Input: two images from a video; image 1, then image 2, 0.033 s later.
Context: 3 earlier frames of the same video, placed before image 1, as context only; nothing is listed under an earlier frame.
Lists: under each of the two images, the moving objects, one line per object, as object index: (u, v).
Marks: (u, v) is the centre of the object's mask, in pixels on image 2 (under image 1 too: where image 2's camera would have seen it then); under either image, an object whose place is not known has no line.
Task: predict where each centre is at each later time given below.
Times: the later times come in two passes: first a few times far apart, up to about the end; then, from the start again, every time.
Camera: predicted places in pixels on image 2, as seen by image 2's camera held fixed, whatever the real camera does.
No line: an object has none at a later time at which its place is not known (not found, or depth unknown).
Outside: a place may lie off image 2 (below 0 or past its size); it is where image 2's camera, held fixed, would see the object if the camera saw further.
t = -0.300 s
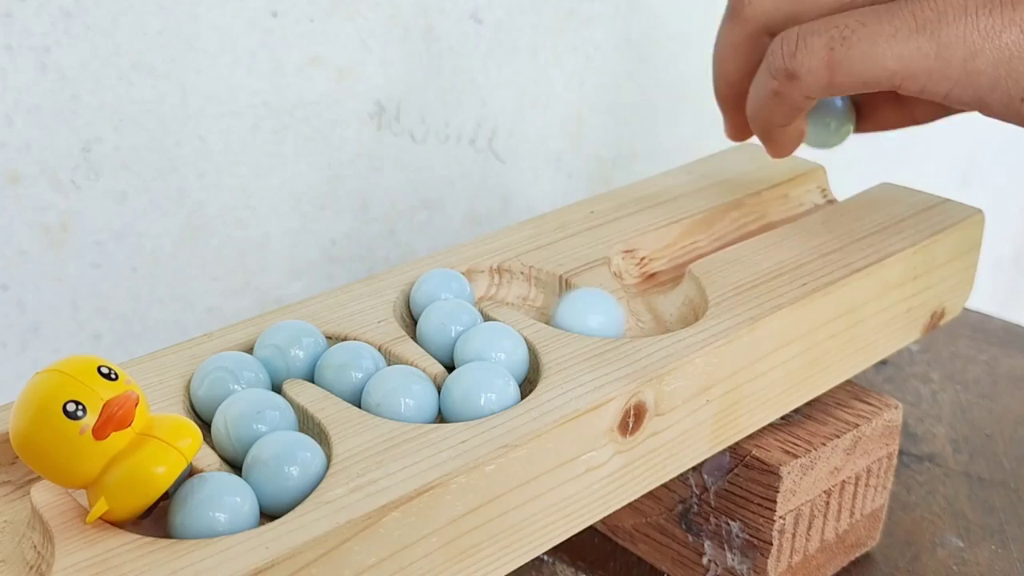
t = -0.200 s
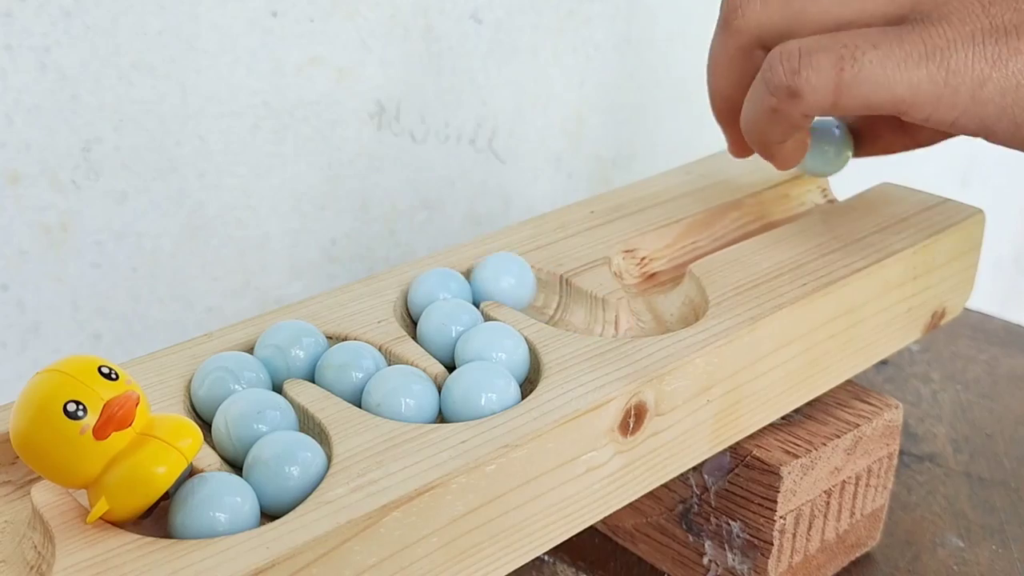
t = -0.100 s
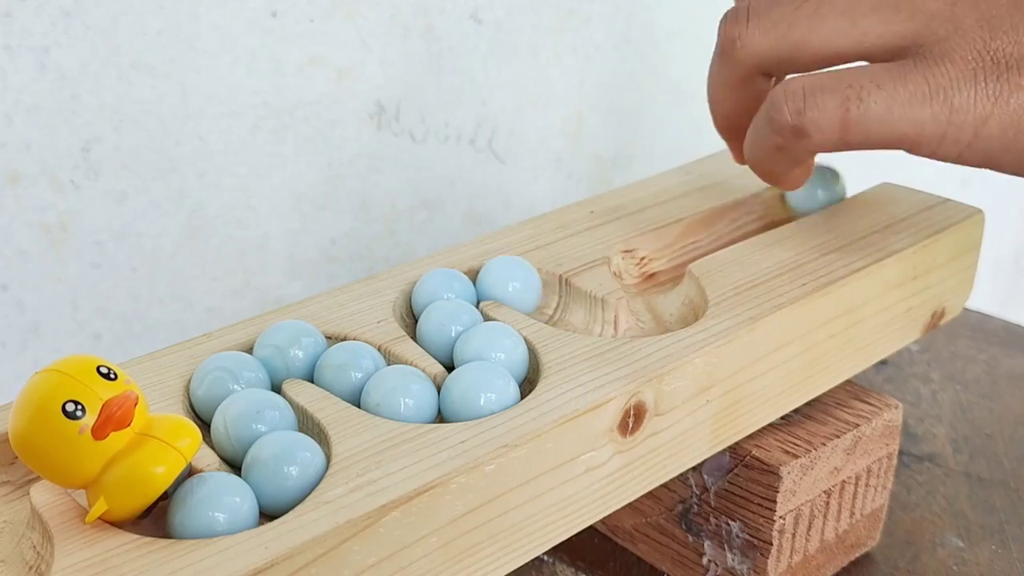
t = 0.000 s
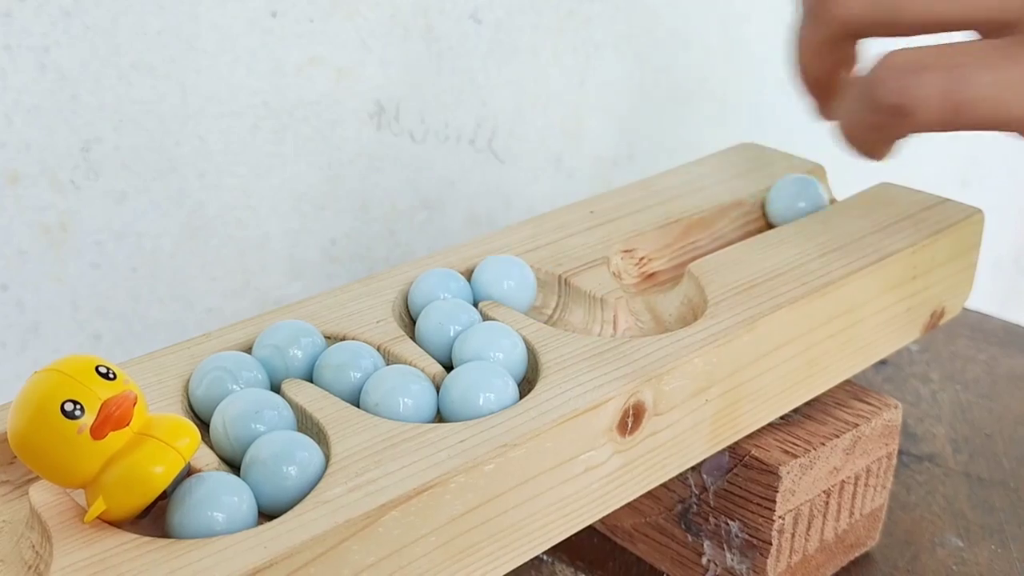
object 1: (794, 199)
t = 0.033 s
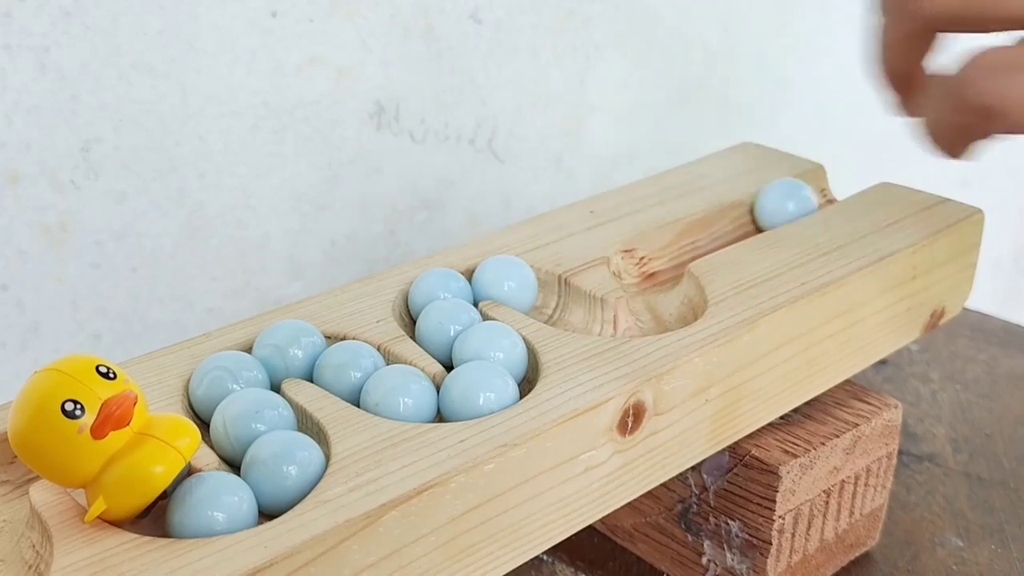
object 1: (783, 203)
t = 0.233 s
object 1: (657, 286)
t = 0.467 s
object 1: (553, 299)
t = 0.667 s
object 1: (559, 302)
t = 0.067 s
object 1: (770, 208)
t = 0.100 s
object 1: (749, 216)
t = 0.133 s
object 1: (727, 225)
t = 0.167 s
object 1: (696, 236)
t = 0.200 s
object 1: (643, 264)
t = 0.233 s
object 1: (657, 286)
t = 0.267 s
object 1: (665, 303)
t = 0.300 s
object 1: (647, 312)
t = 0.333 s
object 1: (607, 315)
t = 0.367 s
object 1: (570, 307)
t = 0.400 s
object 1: (557, 301)
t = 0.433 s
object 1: (552, 299)
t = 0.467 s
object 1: (553, 299)
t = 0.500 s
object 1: (557, 301)
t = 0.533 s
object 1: (558, 302)
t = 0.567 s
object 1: (559, 302)
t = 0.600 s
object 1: (559, 302)
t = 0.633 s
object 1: (559, 302)
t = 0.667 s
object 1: (559, 302)
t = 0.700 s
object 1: (559, 302)
